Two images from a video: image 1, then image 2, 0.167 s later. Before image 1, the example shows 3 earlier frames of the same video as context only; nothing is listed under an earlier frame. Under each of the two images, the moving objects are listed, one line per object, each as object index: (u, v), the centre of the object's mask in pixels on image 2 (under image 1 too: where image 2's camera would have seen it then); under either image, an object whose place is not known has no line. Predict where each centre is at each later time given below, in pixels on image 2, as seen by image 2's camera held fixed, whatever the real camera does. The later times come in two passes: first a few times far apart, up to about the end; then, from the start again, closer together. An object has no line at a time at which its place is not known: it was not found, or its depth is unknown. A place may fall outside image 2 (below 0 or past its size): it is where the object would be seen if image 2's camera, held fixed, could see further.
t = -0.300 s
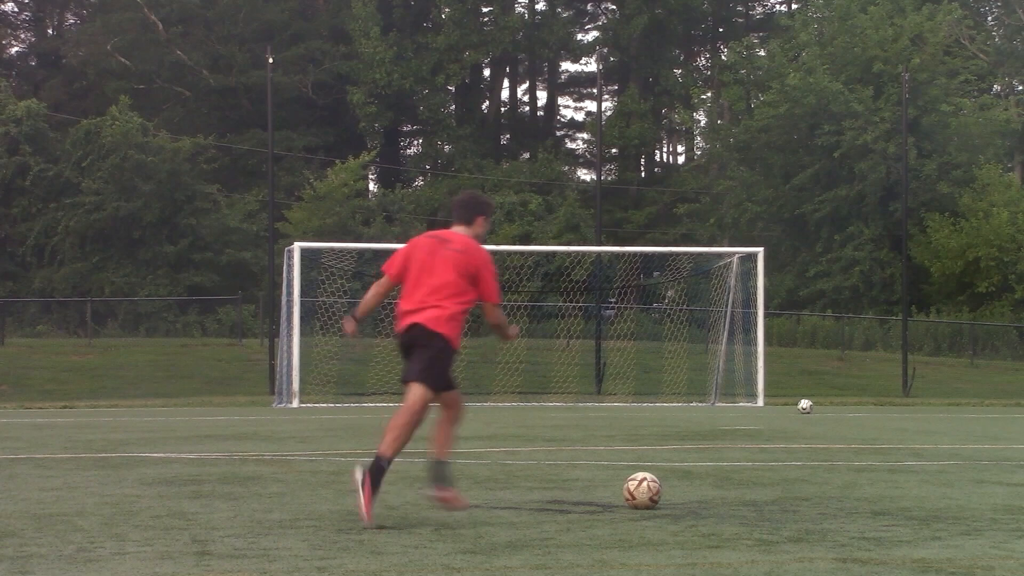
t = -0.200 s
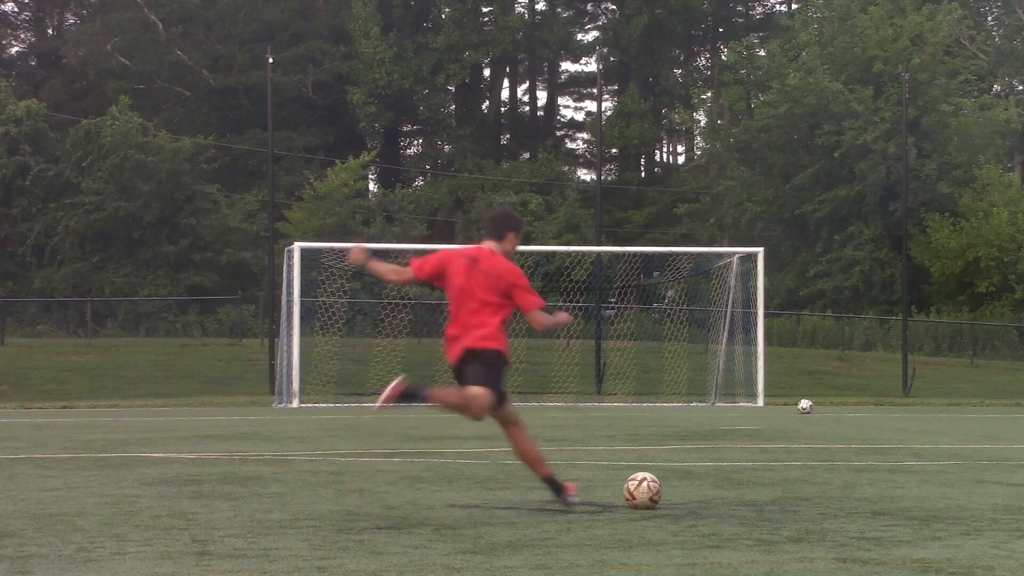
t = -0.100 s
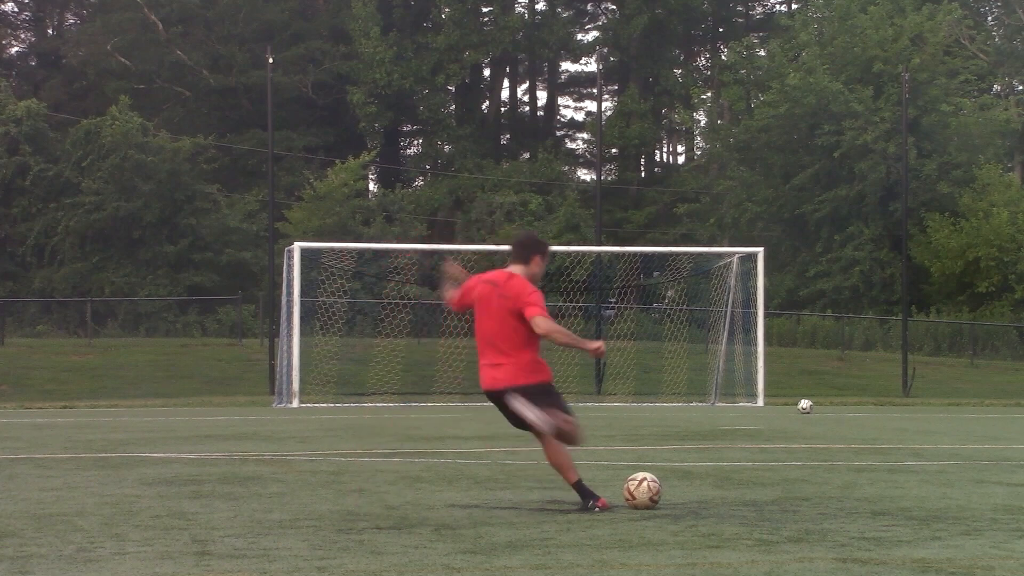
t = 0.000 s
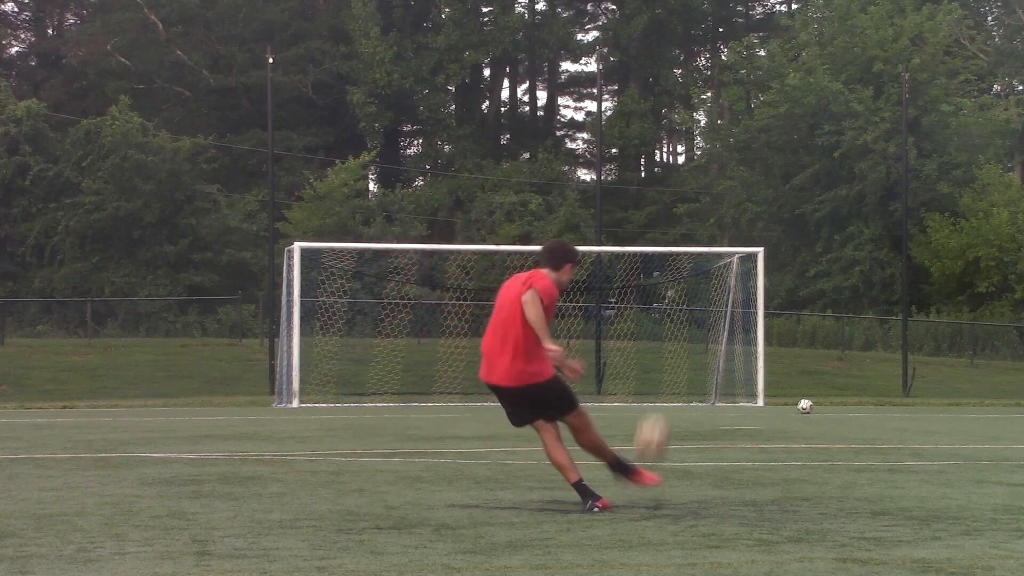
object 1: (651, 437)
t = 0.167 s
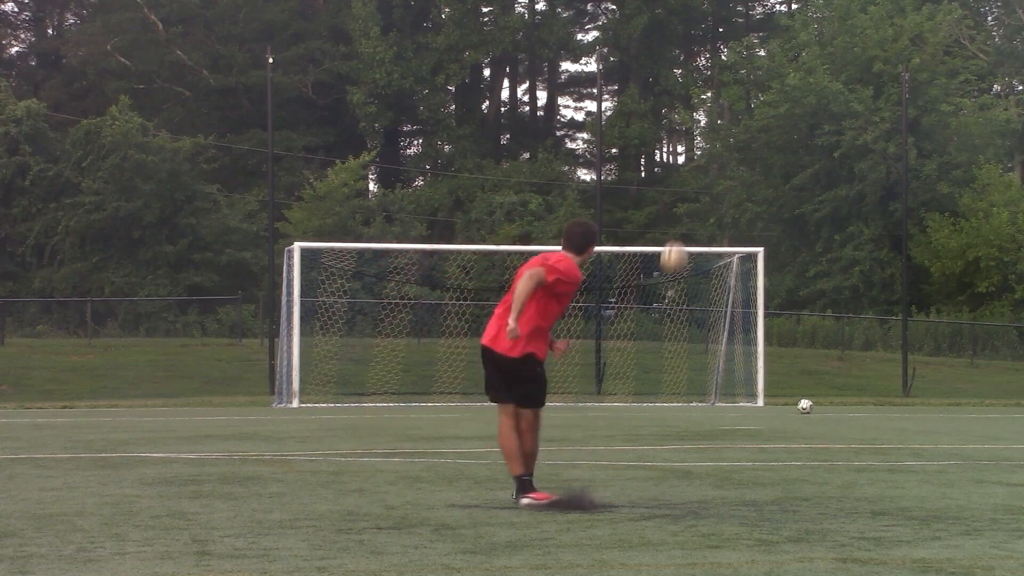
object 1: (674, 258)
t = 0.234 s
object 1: (678, 214)
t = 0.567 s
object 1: (707, 134)
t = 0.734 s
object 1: (727, 137)
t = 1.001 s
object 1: (761, 170)
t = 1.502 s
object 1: (798, 292)
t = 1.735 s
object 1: (828, 318)
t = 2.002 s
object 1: (864, 380)
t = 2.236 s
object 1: (889, 364)
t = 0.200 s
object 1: (676, 233)
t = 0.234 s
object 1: (678, 214)
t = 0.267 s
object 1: (680, 198)
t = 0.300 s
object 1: (682, 183)
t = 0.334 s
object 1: (685, 170)
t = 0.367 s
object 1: (687, 161)
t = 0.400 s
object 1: (691, 153)
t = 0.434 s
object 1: (693, 146)
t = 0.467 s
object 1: (697, 142)
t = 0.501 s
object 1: (701, 138)
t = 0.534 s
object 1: (704, 135)
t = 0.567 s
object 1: (707, 134)
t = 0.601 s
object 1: (711, 133)
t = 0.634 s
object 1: (715, 133)
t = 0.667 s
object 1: (719, 134)
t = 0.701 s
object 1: (723, 135)
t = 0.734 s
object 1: (727, 137)
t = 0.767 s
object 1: (731, 139)
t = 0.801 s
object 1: (735, 142)
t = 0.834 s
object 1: (739, 145)
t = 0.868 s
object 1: (743, 149)
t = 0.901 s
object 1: (748, 154)
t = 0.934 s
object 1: (752, 159)
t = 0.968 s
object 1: (757, 164)
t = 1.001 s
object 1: (761, 170)
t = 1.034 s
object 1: (766, 177)
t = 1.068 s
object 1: (770, 184)
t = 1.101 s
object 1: (774, 192)
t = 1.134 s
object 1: (778, 200)
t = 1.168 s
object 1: (781, 209)
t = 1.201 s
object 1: (784, 218)
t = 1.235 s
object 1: (786, 228)
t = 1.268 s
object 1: (788, 238)
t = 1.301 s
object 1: (790, 248)
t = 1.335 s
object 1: (791, 259)
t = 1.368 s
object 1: (793, 270)
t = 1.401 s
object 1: (792, 279)
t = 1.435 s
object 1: (793, 284)
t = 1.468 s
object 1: (795, 288)
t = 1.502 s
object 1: (798, 292)
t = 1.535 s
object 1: (802, 295)
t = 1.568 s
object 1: (807, 298)
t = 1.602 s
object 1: (810, 302)
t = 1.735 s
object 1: (828, 318)
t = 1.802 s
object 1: (837, 330)
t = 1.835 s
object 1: (841, 338)
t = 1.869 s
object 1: (845, 345)
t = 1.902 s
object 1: (850, 353)
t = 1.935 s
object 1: (855, 361)
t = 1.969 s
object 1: (859, 370)
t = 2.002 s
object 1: (864, 380)
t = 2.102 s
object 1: (875, 385)
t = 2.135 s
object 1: (879, 379)
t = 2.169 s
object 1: (882, 373)
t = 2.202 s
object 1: (886, 368)
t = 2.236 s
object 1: (889, 364)
